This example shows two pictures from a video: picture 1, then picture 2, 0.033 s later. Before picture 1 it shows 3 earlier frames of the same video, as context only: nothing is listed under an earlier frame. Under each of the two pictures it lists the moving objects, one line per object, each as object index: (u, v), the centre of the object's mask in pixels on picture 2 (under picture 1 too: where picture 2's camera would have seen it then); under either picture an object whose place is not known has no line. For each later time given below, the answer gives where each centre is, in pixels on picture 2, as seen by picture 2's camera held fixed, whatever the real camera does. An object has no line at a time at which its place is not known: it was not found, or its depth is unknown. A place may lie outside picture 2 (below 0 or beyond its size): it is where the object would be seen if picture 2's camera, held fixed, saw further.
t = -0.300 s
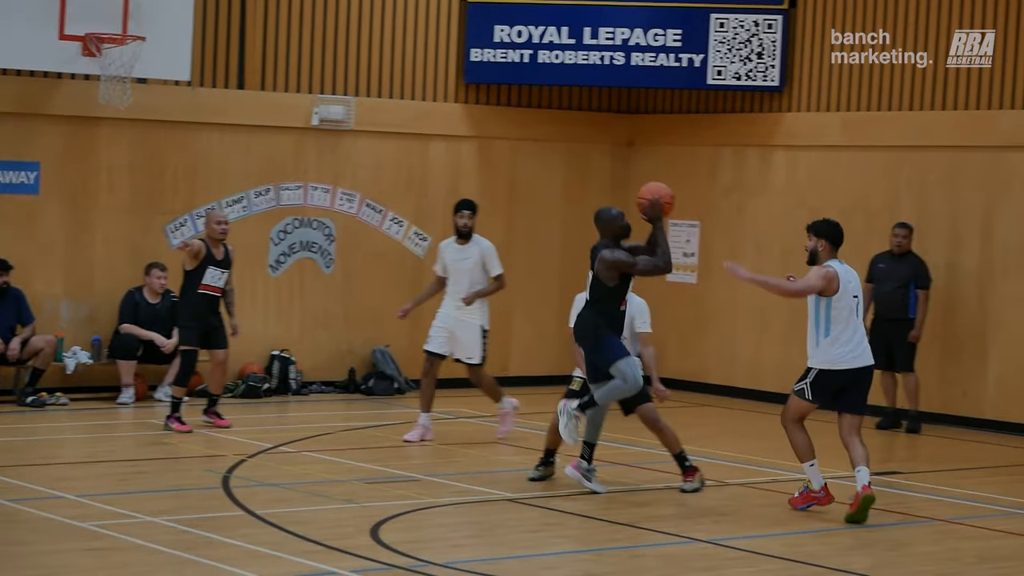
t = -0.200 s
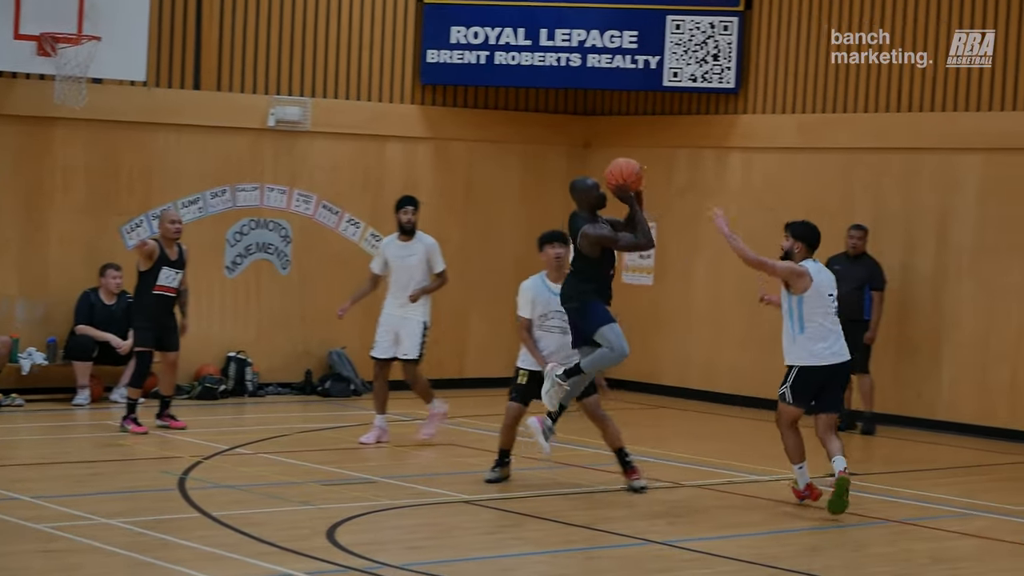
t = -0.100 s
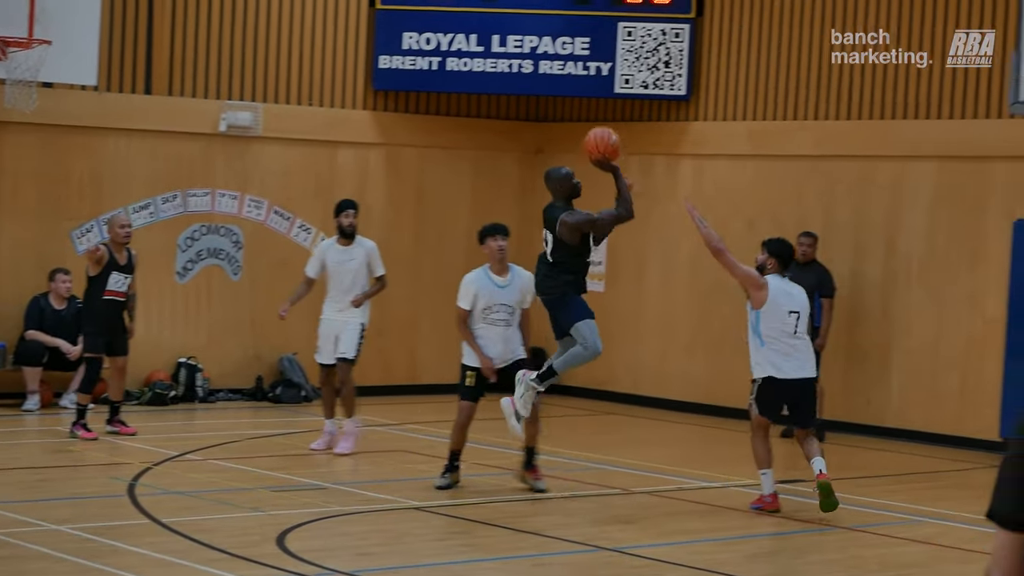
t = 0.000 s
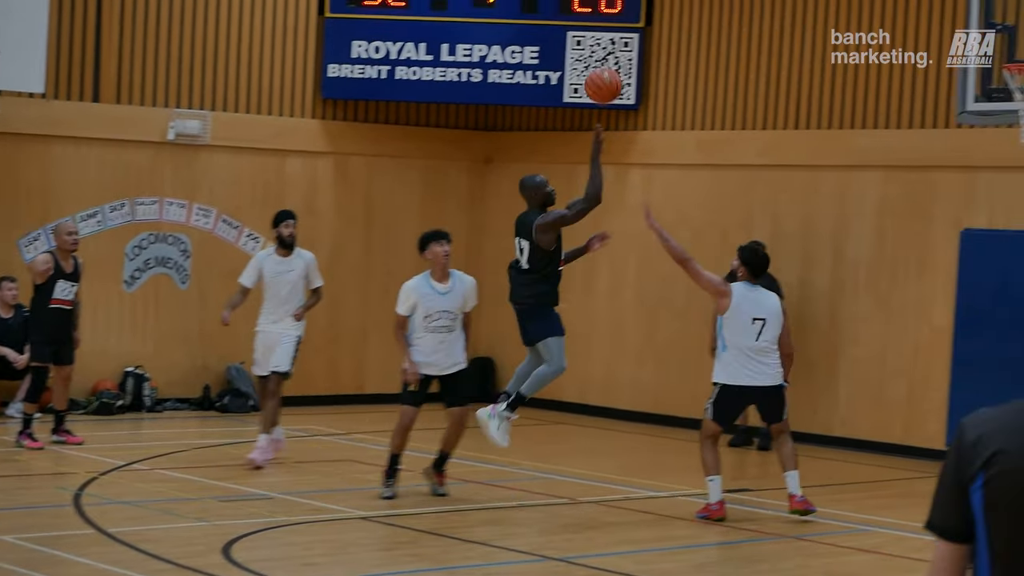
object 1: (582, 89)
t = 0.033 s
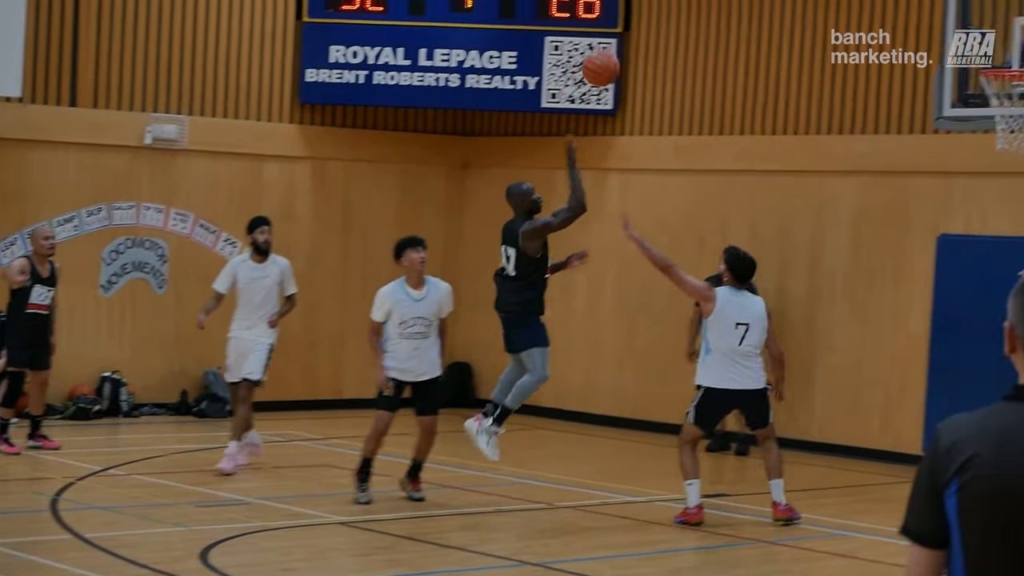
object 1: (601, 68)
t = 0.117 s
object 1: (646, 18)
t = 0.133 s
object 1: (656, 9)
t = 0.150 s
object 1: (666, 2)
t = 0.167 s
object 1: (676, -6)
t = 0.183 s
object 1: (686, -15)
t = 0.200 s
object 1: (696, -22)
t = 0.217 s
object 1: (706, -29)
